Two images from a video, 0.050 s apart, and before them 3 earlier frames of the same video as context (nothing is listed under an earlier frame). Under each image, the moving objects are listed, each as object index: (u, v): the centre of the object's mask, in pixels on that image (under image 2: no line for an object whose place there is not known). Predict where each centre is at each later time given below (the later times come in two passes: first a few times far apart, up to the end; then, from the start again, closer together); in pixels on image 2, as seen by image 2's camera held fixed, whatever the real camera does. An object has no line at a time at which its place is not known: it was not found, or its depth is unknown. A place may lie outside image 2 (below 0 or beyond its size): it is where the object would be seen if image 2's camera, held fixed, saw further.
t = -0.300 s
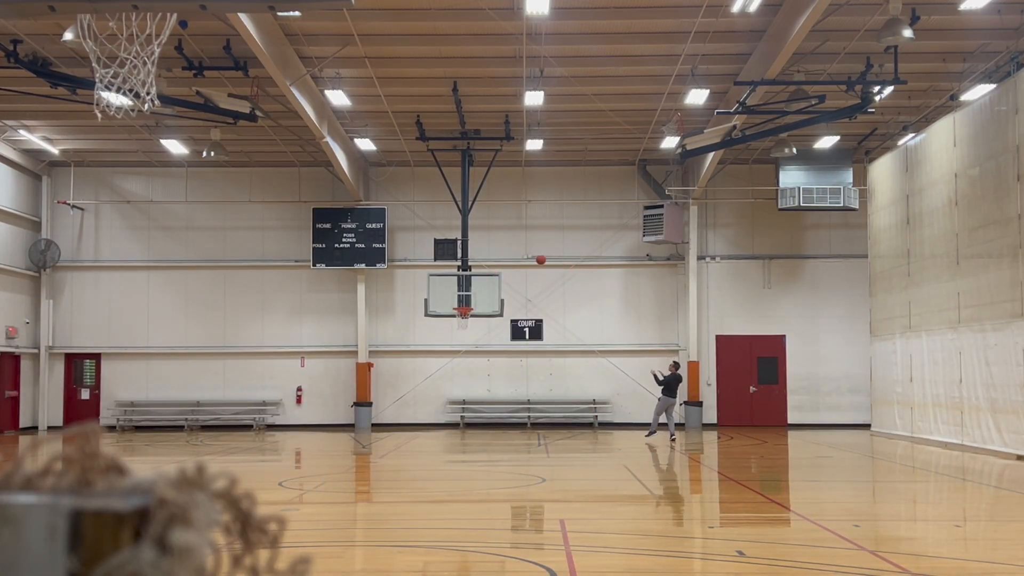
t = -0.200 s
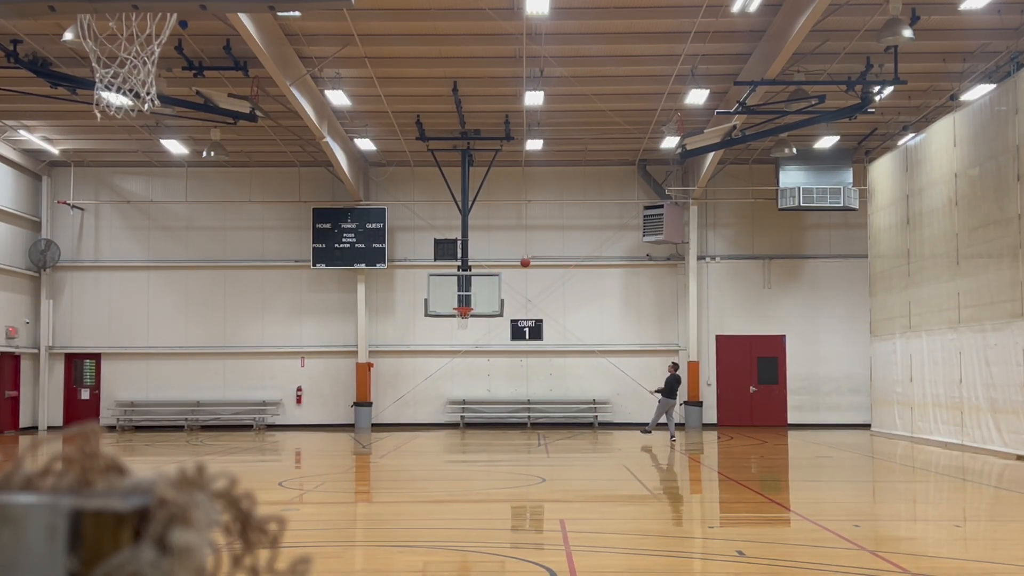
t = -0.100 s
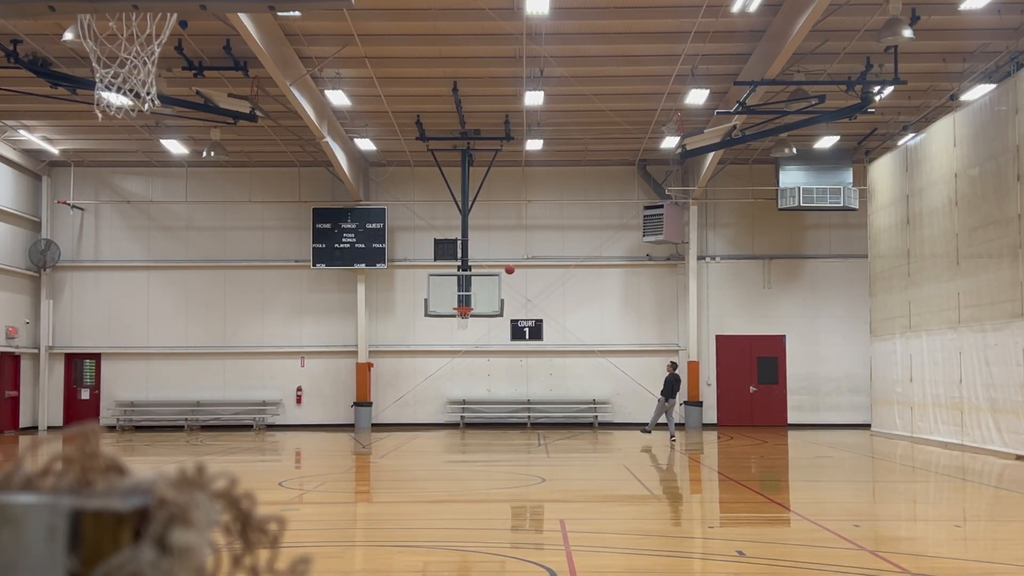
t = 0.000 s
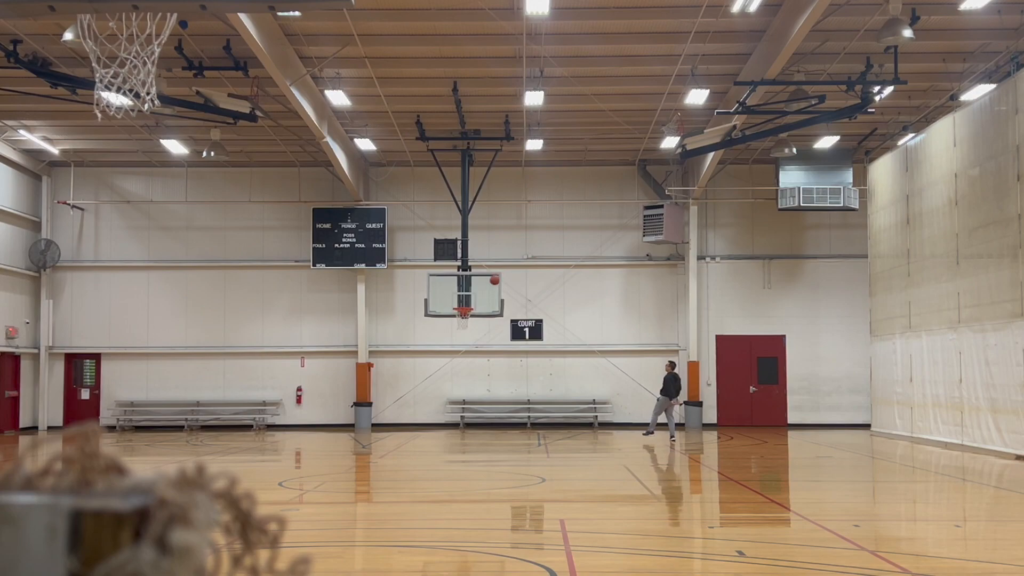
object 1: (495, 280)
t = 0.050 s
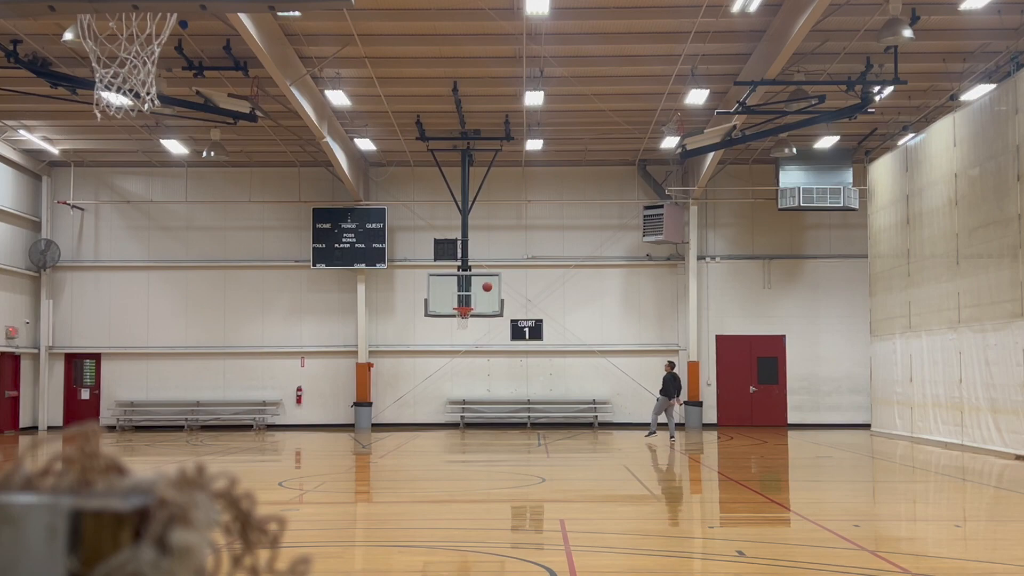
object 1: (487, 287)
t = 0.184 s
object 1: (469, 302)
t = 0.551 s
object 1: (437, 294)
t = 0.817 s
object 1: (420, 315)
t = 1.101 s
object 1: (401, 369)
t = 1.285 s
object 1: (390, 421)
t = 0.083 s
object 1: (482, 292)
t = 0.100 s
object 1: (480, 295)
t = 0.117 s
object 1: (477, 297)
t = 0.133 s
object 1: (475, 300)
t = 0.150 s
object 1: (473, 303)
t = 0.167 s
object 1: (471, 303)
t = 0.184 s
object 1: (469, 302)
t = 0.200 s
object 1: (468, 302)
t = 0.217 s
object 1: (466, 299)
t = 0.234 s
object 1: (465, 299)
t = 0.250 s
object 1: (463, 297)
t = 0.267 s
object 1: (462, 296)
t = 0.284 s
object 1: (460, 295)
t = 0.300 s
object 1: (459, 294)
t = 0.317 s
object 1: (457, 294)
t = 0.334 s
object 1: (456, 293)
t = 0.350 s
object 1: (454, 293)
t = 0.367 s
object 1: (452, 292)
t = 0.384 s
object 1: (451, 292)
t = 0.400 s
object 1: (449, 292)
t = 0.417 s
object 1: (448, 292)
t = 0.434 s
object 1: (446, 292)
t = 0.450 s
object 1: (445, 292)
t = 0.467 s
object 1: (443, 292)
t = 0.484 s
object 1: (442, 293)
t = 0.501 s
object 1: (440, 293)
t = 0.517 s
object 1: (439, 293)
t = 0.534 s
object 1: (438, 294)
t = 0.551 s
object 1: (437, 294)
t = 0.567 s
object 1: (436, 295)
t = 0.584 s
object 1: (435, 295)
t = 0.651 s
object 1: (430, 299)
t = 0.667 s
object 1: (429, 300)
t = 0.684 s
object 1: (428, 301)
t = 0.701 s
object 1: (427, 302)
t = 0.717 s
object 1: (426, 304)
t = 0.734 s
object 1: (425, 305)
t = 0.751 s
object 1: (424, 307)
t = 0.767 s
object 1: (423, 309)
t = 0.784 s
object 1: (422, 311)
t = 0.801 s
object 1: (421, 313)
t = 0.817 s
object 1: (420, 315)
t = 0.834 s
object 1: (418, 317)
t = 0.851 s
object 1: (417, 320)
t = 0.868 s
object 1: (416, 322)
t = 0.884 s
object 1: (415, 325)
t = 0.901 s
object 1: (414, 327)
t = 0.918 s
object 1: (413, 330)
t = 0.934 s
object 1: (412, 333)
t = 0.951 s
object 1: (411, 336)
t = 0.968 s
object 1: (410, 339)
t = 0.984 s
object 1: (409, 343)
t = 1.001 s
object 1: (407, 346)
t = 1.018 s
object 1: (407, 350)
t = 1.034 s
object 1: (405, 353)
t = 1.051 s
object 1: (404, 357)
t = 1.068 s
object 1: (403, 361)
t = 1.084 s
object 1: (402, 364)
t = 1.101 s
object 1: (401, 369)
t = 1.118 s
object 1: (400, 373)
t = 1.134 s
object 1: (399, 377)
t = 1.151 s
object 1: (398, 381)
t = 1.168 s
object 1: (397, 386)
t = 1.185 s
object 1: (396, 390)
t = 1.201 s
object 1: (395, 395)
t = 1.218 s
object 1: (394, 400)
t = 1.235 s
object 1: (393, 405)
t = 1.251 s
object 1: (392, 410)
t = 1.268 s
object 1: (391, 415)
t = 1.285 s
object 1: (390, 421)
